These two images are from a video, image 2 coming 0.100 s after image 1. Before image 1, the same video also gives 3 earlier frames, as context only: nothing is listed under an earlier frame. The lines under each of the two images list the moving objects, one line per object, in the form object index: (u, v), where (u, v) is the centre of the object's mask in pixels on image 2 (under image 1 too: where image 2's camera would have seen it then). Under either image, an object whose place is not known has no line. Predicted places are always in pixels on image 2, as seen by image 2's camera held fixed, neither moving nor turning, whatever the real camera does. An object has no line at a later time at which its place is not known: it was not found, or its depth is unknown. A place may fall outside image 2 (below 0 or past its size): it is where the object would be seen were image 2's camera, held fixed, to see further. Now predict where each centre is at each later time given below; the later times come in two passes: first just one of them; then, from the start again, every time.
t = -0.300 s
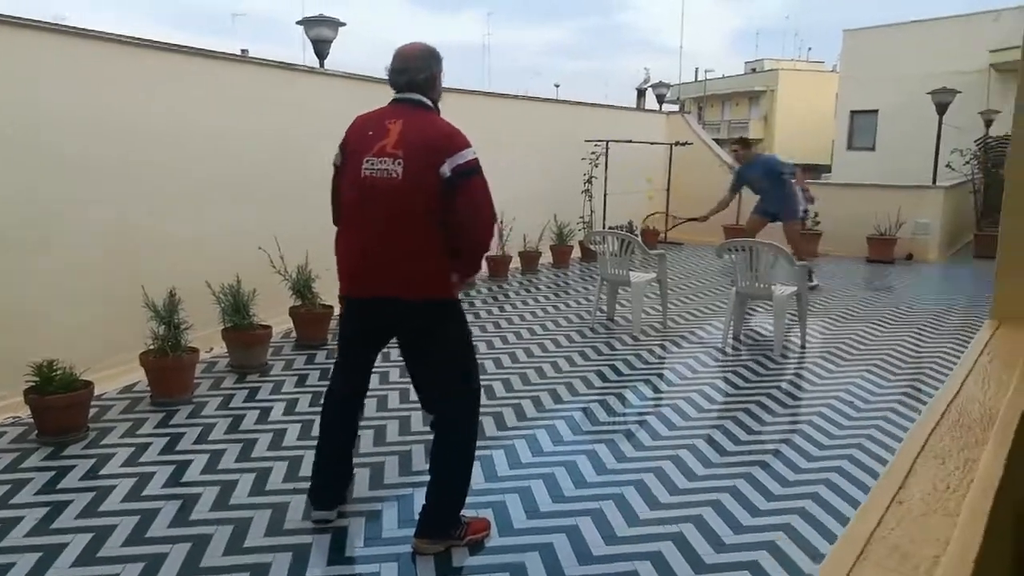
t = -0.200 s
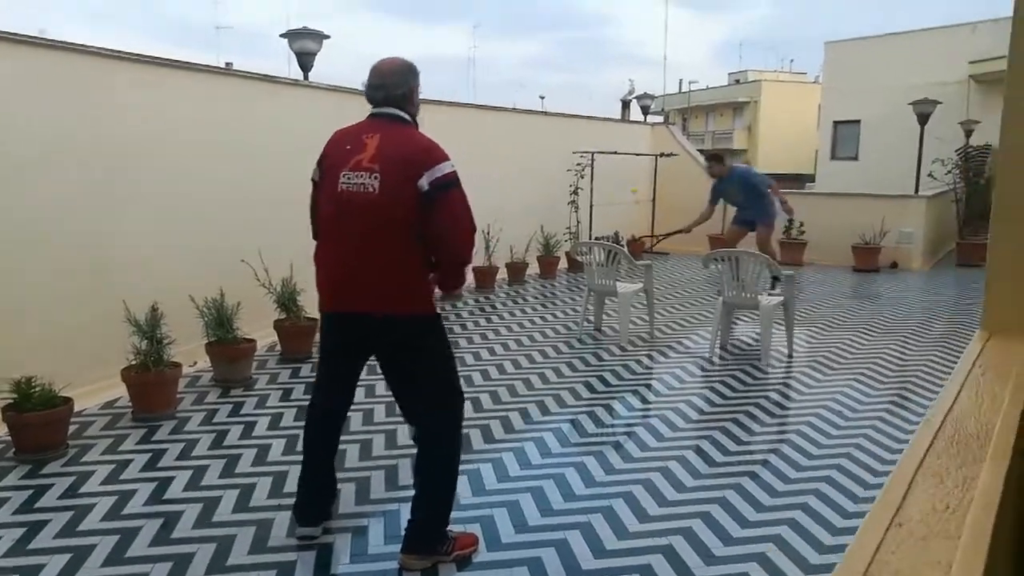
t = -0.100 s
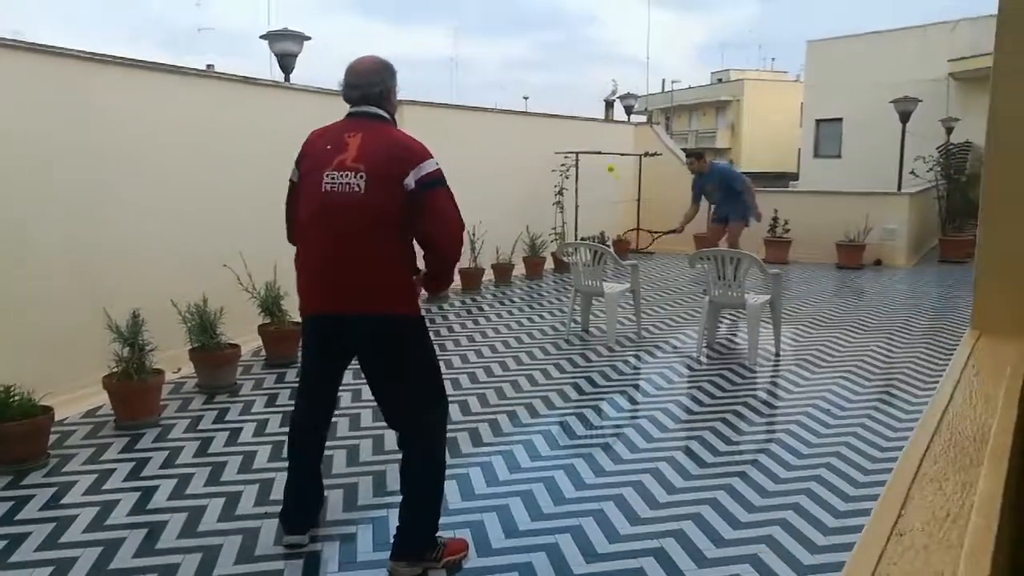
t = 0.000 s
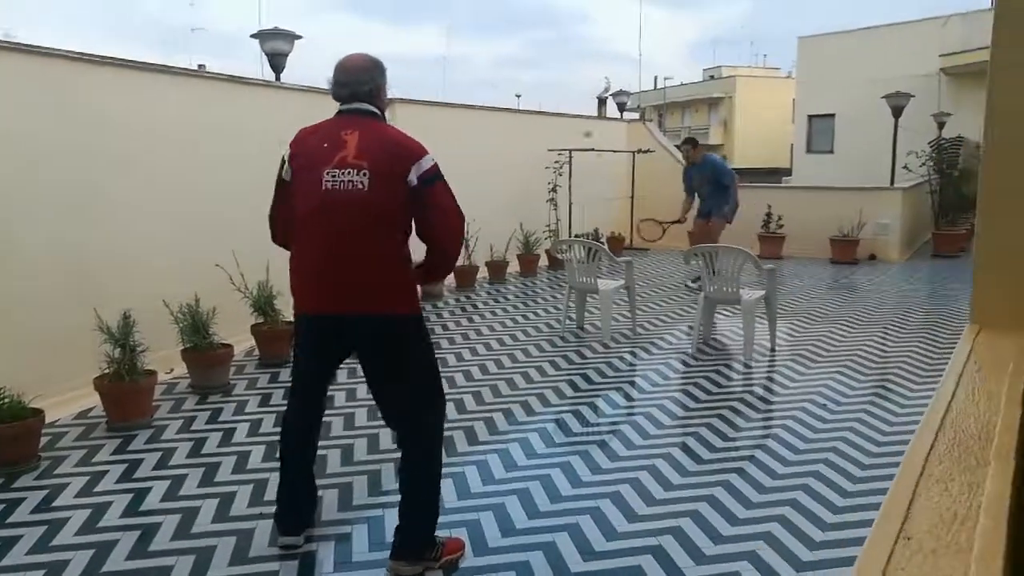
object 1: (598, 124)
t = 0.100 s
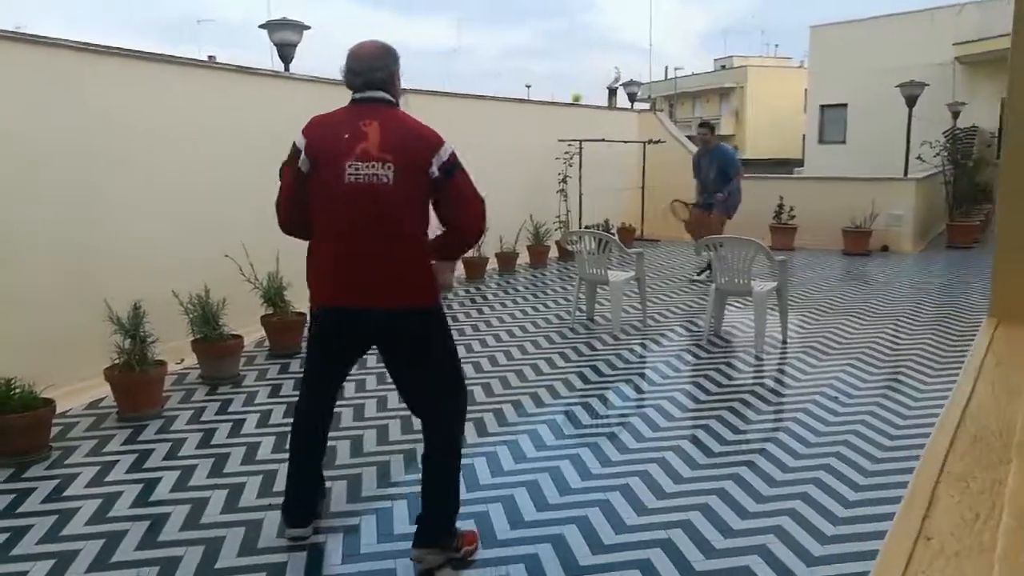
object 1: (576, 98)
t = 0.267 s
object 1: (525, 77)
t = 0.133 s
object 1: (569, 92)
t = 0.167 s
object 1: (559, 85)
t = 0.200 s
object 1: (548, 81)
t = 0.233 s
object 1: (536, 78)
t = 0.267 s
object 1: (525, 77)
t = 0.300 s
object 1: (511, 77)
